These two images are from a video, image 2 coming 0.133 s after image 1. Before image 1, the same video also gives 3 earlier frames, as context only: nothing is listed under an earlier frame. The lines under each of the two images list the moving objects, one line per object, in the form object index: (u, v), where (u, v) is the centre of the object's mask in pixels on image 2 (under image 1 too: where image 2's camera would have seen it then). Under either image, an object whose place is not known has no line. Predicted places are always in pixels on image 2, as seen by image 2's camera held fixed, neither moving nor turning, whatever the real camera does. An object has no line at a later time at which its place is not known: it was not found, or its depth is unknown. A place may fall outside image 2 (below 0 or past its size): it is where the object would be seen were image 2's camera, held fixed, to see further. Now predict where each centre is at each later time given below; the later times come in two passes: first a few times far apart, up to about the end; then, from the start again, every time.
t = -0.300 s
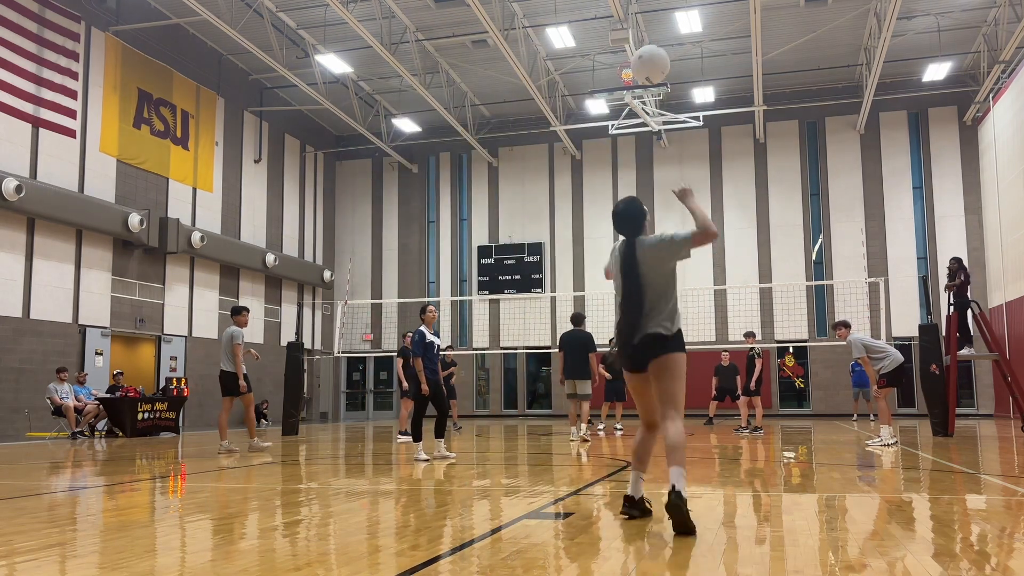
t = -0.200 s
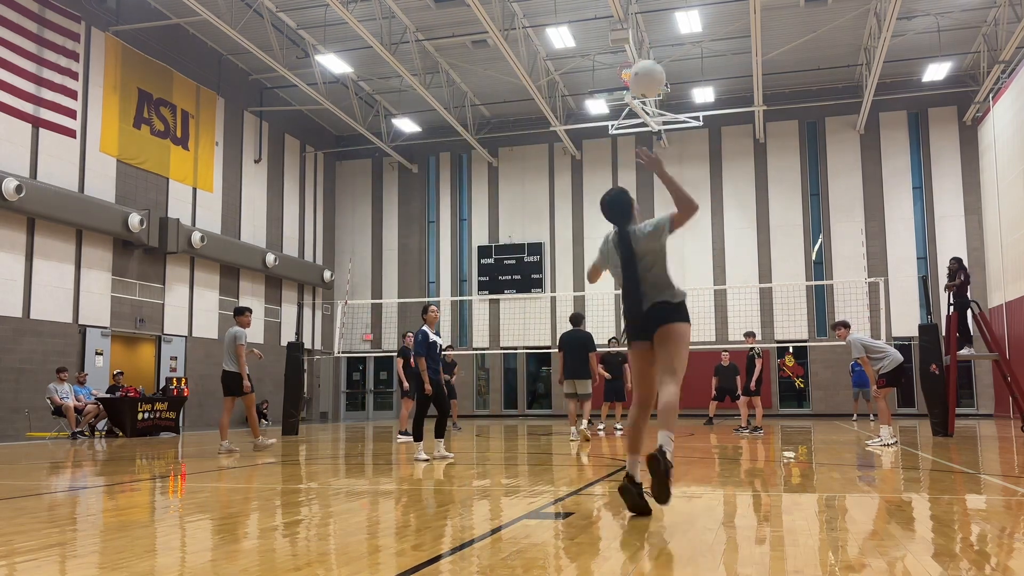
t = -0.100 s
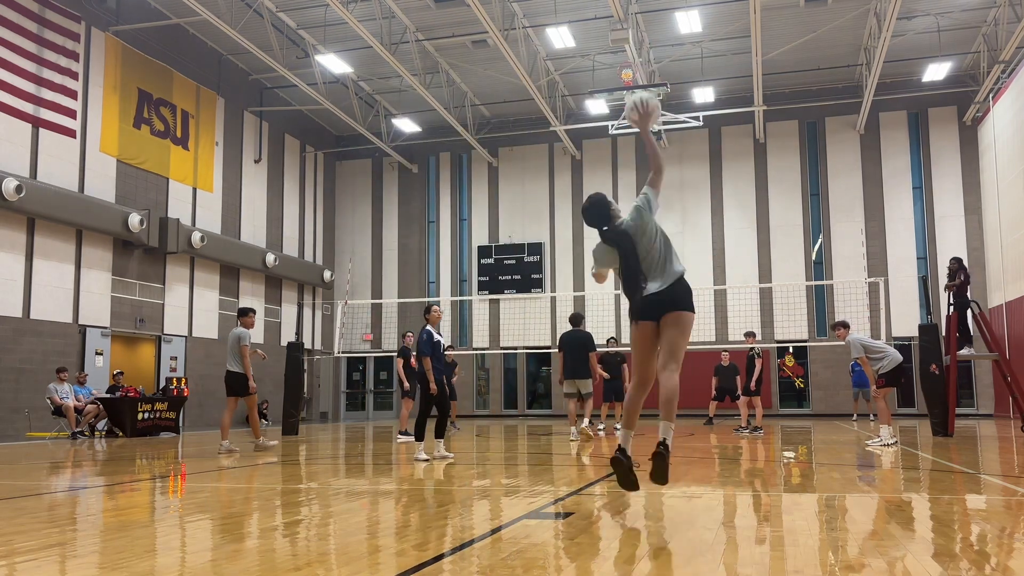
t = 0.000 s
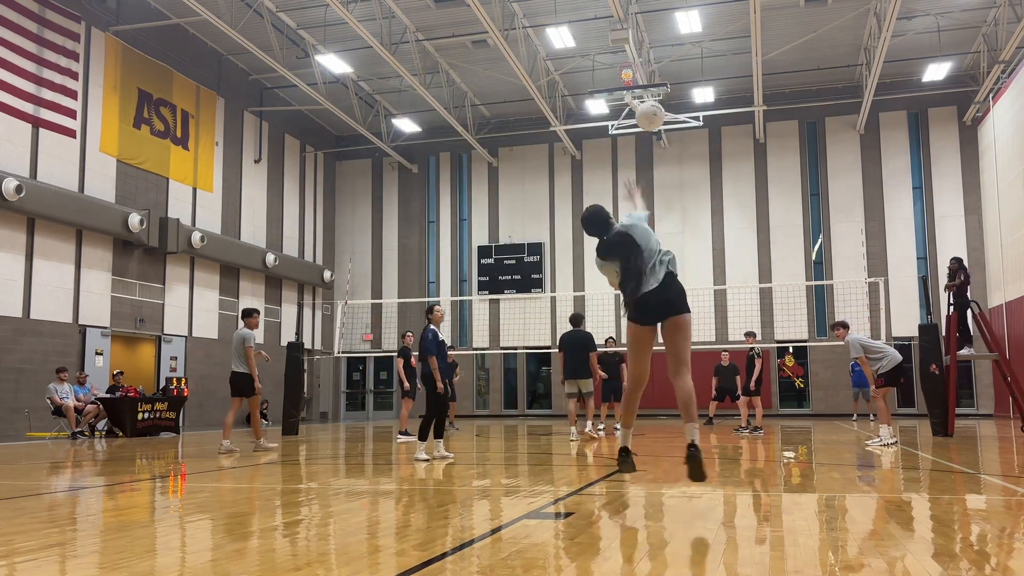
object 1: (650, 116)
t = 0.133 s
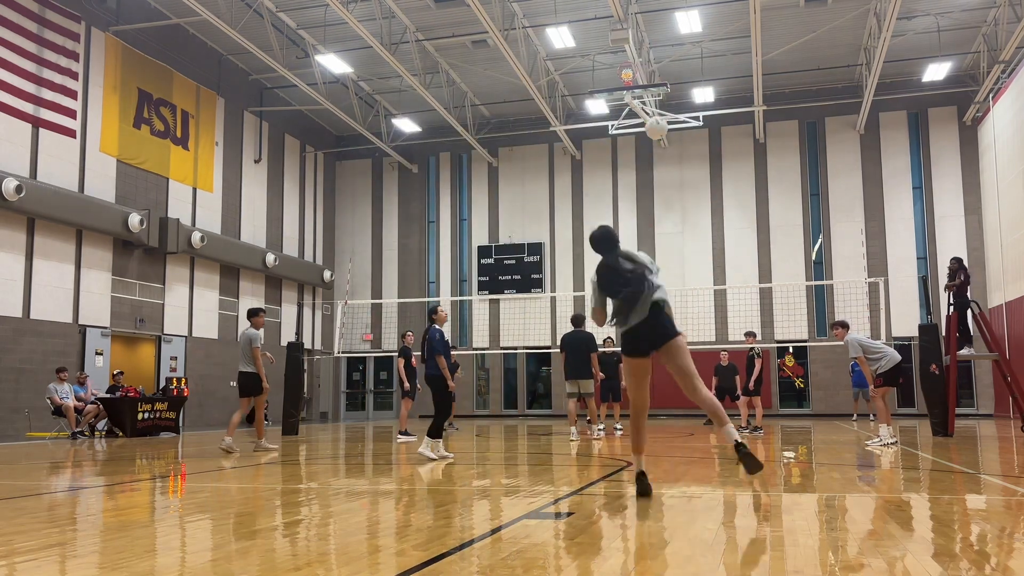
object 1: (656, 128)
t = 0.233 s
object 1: (659, 141)
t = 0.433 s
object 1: (663, 174)
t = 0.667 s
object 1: (670, 227)
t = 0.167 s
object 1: (657, 132)
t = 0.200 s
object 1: (658, 136)
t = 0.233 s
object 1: (659, 141)
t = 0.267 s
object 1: (659, 146)
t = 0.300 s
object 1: (660, 151)
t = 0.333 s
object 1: (661, 157)
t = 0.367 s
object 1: (662, 162)
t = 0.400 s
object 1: (663, 168)
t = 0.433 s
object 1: (663, 174)
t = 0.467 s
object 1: (664, 181)
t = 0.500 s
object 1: (664, 189)
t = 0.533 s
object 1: (666, 196)
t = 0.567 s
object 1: (667, 203)
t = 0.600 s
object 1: (668, 211)
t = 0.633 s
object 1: (669, 218)
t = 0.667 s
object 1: (670, 227)
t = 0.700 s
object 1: (671, 235)
